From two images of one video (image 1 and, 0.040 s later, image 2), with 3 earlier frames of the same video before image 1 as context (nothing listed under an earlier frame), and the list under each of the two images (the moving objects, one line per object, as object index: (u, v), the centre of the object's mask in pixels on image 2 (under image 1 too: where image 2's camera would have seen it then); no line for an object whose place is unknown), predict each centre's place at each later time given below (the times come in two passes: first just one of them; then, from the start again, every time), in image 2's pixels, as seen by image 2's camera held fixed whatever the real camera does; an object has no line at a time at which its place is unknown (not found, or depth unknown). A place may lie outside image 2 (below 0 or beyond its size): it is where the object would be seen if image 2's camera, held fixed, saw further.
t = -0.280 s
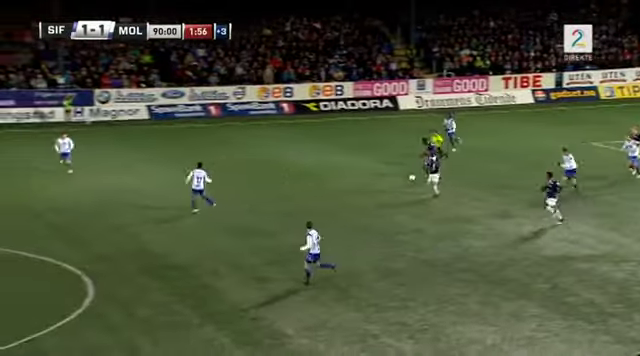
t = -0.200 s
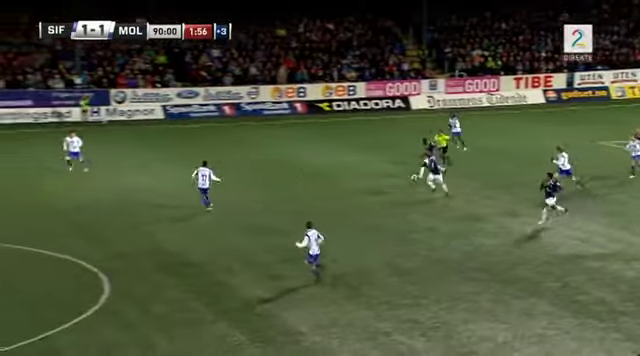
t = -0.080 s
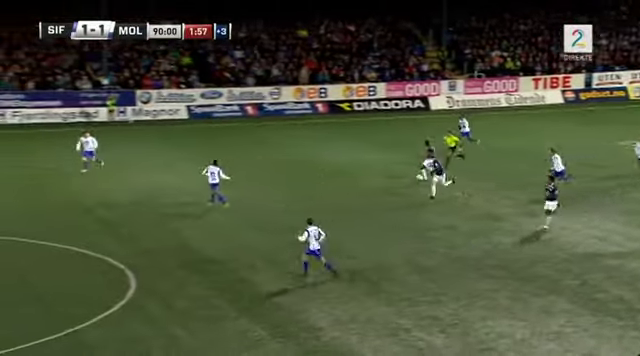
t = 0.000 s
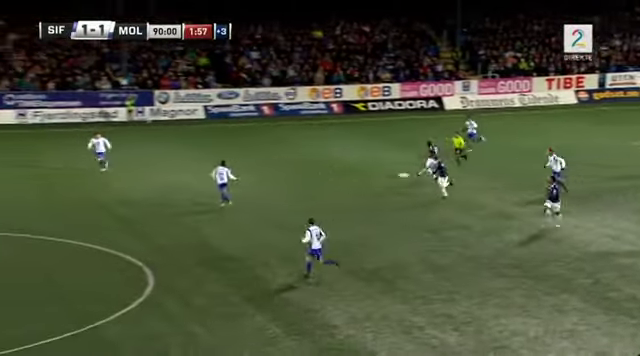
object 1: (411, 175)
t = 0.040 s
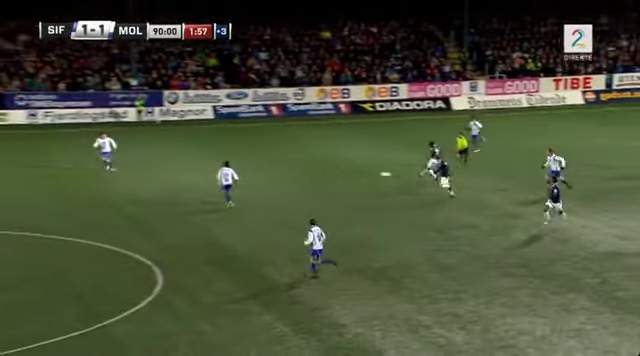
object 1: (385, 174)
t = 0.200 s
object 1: (287, 175)
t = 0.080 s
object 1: (360, 174)
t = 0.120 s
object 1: (335, 174)
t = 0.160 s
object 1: (310, 175)
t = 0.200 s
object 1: (287, 175)
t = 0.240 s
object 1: (262, 177)
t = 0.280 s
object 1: (239, 179)
